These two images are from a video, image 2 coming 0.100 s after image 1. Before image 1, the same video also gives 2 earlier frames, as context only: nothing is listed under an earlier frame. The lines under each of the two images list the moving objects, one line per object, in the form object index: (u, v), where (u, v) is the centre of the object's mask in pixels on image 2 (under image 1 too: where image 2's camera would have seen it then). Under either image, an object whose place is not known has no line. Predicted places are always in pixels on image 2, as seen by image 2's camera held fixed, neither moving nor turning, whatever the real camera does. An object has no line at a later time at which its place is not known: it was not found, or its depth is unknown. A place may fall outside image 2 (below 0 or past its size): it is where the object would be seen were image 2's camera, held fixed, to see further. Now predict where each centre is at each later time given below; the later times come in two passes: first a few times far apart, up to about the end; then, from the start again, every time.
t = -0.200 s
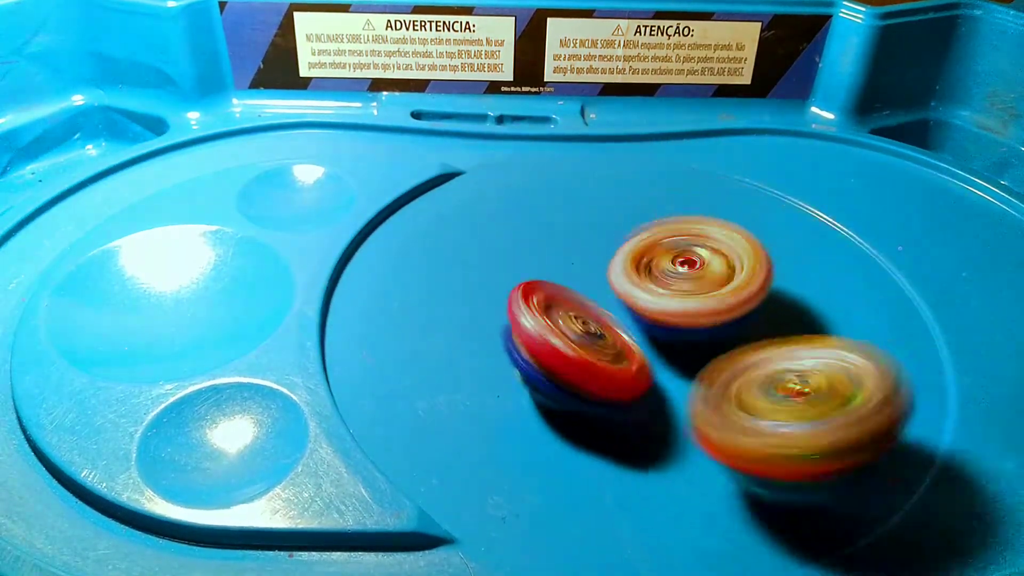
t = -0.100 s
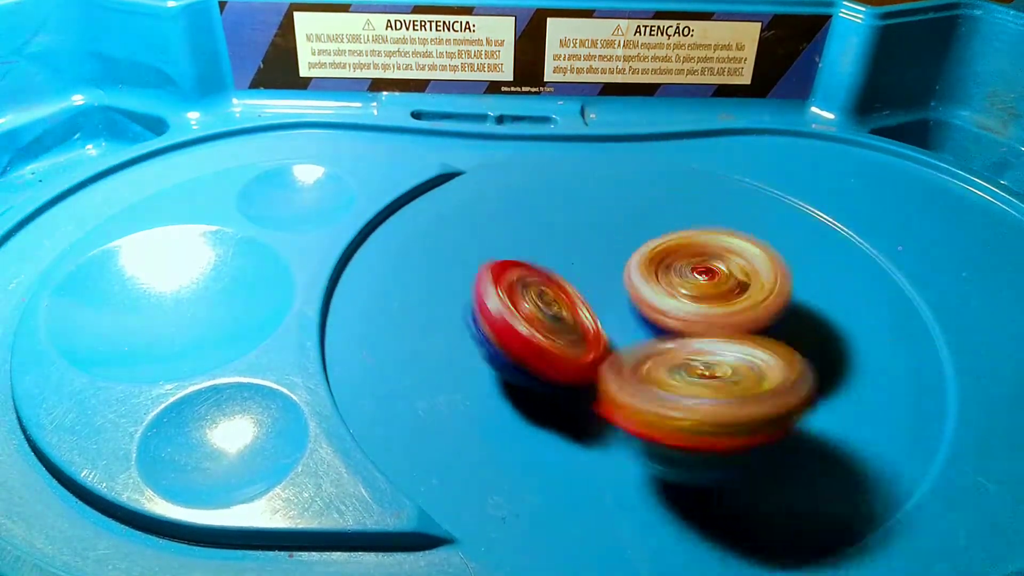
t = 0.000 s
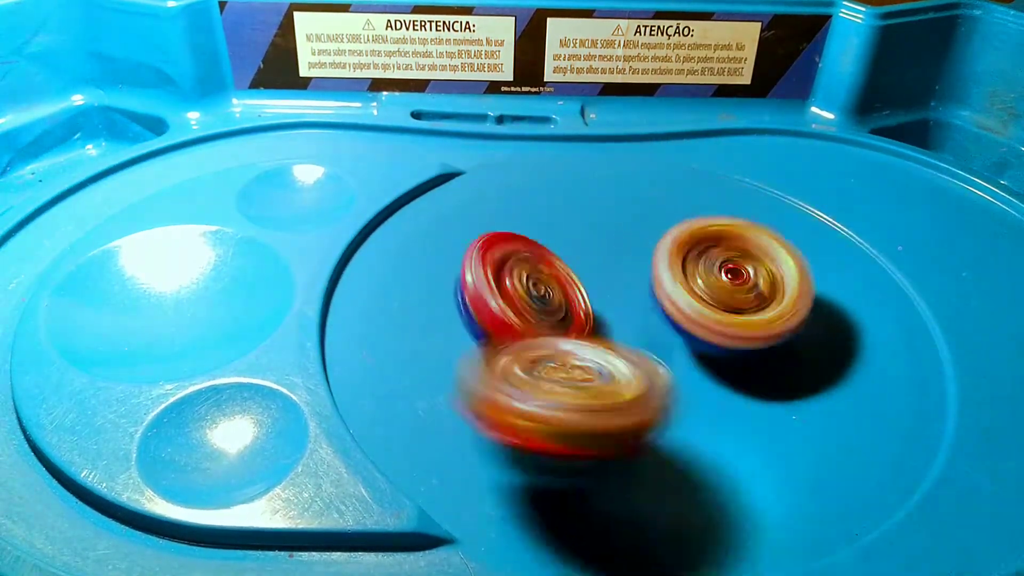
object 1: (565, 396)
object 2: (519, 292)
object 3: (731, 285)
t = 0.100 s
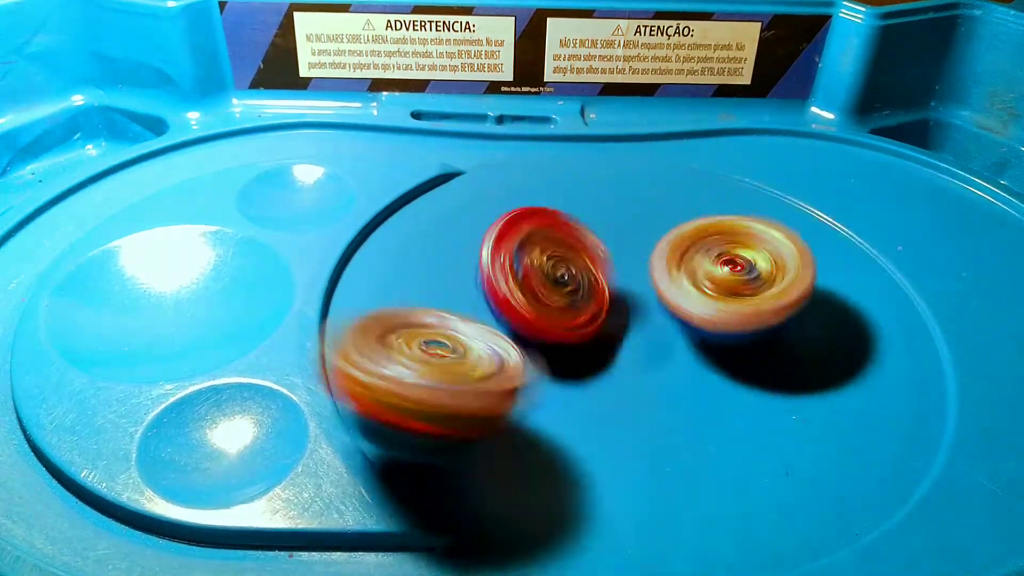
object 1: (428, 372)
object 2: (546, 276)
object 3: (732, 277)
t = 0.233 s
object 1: (389, 307)
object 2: (598, 253)
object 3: (742, 281)
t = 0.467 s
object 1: (485, 216)
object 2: (699, 213)
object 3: (721, 312)
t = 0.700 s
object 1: (641, 132)
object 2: (780, 212)
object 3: (599, 366)
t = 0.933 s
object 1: (783, 105)
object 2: (744, 278)
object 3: (531, 380)
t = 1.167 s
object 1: (924, 220)
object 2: (677, 325)
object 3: (533, 330)
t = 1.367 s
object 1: (953, 428)
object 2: (687, 326)
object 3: (520, 276)
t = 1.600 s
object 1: (690, 434)
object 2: (688, 317)
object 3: (521, 275)
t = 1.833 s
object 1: (416, 341)
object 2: (689, 323)
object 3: (529, 278)
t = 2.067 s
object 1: (380, 228)
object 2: (685, 323)
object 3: (540, 263)
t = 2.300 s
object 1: (493, 145)
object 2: (711, 325)
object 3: (562, 277)
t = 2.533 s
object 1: (684, 150)
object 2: (706, 325)
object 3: (553, 287)
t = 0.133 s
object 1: (385, 358)
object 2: (558, 272)
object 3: (741, 279)
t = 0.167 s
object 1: (375, 338)
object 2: (571, 264)
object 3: (741, 280)
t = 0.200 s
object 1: (379, 323)
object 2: (584, 260)
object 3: (738, 279)
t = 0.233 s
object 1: (389, 307)
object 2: (598, 253)
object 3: (742, 281)
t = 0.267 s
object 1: (401, 292)
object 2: (610, 247)
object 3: (749, 289)
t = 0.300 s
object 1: (412, 279)
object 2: (621, 236)
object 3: (747, 293)
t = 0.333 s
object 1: (424, 267)
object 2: (638, 229)
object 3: (743, 298)
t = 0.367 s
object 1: (438, 256)
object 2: (650, 221)
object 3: (739, 303)
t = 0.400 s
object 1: (453, 241)
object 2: (667, 214)
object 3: (733, 309)
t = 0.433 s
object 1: (467, 229)
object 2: (685, 212)
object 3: (727, 309)
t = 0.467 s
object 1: (485, 216)
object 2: (699, 213)
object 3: (721, 312)
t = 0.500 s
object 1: (501, 199)
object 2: (718, 213)
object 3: (710, 318)
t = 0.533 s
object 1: (518, 186)
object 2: (738, 212)
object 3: (693, 325)
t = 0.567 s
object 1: (540, 173)
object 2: (756, 211)
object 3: (675, 334)
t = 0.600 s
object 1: (564, 159)
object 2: (769, 210)
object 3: (656, 336)
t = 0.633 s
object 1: (590, 148)
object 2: (776, 209)
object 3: (631, 347)
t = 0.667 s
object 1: (616, 140)
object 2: (780, 210)
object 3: (613, 356)
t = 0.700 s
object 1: (641, 132)
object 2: (780, 212)
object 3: (599, 366)
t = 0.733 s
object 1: (666, 127)
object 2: (776, 214)
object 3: (582, 375)
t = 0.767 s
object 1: (692, 119)
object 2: (775, 222)
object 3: (570, 379)
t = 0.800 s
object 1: (714, 112)
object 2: (779, 235)
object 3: (558, 383)
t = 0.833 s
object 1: (734, 102)
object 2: (778, 249)
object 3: (547, 385)
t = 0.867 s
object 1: (751, 102)
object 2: (771, 259)
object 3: (540, 384)
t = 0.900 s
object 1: (767, 102)
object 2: (757, 269)
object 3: (536, 383)
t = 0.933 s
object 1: (783, 105)
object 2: (744, 278)
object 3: (531, 380)
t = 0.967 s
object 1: (801, 109)
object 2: (734, 288)
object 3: (527, 375)
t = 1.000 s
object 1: (818, 117)
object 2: (728, 298)
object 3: (524, 367)
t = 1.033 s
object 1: (838, 131)
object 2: (724, 307)
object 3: (524, 360)
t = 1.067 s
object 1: (859, 148)
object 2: (715, 315)
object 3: (525, 355)
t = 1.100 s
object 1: (881, 168)
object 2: (703, 321)
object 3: (526, 347)
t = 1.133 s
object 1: (903, 194)
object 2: (686, 324)
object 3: (530, 337)
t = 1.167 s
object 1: (924, 220)
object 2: (677, 325)
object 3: (533, 330)
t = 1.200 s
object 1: (938, 248)
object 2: (678, 326)
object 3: (533, 320)
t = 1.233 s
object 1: (945, 281)
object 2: (681, 326)
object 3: (534, 309)
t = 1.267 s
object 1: (951, 319)
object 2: (683, 326)
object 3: (532, 297)
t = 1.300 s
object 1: (955, 354)
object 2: (684, 326)
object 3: (530, 289)
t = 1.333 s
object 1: (955, 387)
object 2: (686, 326)
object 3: (527, 283)
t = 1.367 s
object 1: (953, 428)
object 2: (687, 326)
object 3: (520, 276)
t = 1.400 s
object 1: (949, 469)
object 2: (689, 325)
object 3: (514, 271)
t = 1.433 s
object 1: (933, 487)
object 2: (691, 325)
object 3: (509, 267)
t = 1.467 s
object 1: (907, 489)
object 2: (692, 325)
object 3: (508, 265)
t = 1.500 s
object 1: (848, 487)
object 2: (692, 325)
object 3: (509, 265)
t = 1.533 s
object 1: (795, 469)
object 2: (692, 324)
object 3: (511, 266)
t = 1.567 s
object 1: (737, 456)
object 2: (690, 322)
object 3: (516, 269)
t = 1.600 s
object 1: (690, 434)
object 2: (688, 317)
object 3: (521, 275)
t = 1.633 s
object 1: (640, 416)
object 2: (687, 315)
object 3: (524, 279)
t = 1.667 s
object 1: (601, 397)
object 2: (688, 313)
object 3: (526, 284)
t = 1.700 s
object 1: (556, 380)
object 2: (687, 319)
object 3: (524, 279)
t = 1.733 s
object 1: (518, 375)
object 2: (686, 323)
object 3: (524, 275)
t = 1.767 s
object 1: (479, 366)
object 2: (687, 323)
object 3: (525, 273)
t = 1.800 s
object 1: (447, 357)
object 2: (688, 323)
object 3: (526, 275)
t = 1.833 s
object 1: (416, 341)
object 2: (689, 323)
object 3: (529, 278)
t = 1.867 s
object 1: (392, 328)
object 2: (689, 323)
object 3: (530, 281)
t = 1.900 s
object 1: (371, 309)
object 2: (688, 323)
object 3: (534, 280)
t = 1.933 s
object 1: (360, 292)
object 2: (687, 323)
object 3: (538, 277)
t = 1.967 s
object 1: (362, 276)
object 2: (686, 323)
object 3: (540, 273)
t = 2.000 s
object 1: (365, 260)
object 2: (685, 323)
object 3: (541, 269)
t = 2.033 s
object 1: (369, 245)
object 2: (684, 323)
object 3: (541, 266)
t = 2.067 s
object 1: (380, 228)
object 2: (685, 323)
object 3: (540, 263)
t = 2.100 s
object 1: (391, 212)
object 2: (686, 323)
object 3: (541, 262)
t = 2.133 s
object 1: (393, 189)
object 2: (691, 325)
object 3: (552, 265)
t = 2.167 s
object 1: (399, 172)
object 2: (697, 326)
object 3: (557, 267)
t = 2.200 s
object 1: (421, 162)
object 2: (702, 325)
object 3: (559, 269)
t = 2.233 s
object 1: (446, 157)
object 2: (705, 325)
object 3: (561, 272)
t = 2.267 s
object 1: (468, 150)
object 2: (708, 325)
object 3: (562, 274)
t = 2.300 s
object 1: (493, 145)
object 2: (711, 325)
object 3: (562, 277)
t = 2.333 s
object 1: (517, 138)
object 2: (715, 325)
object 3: (561, 279)
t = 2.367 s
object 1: (545, 134)
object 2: (716, 324)
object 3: (560, 282)
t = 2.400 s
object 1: (573, 130)
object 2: (716, 324)
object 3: (558, 283)
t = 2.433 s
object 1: (601, 134)
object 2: (714, 325)
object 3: (557, 284)
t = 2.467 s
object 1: (630, 136)
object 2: (711, 325)
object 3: (555, 285)
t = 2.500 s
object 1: (655, 144)
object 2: (708, 325)
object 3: (553, 286)
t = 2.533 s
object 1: (684, 150)
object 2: (706, 325)
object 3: (553, 287)
